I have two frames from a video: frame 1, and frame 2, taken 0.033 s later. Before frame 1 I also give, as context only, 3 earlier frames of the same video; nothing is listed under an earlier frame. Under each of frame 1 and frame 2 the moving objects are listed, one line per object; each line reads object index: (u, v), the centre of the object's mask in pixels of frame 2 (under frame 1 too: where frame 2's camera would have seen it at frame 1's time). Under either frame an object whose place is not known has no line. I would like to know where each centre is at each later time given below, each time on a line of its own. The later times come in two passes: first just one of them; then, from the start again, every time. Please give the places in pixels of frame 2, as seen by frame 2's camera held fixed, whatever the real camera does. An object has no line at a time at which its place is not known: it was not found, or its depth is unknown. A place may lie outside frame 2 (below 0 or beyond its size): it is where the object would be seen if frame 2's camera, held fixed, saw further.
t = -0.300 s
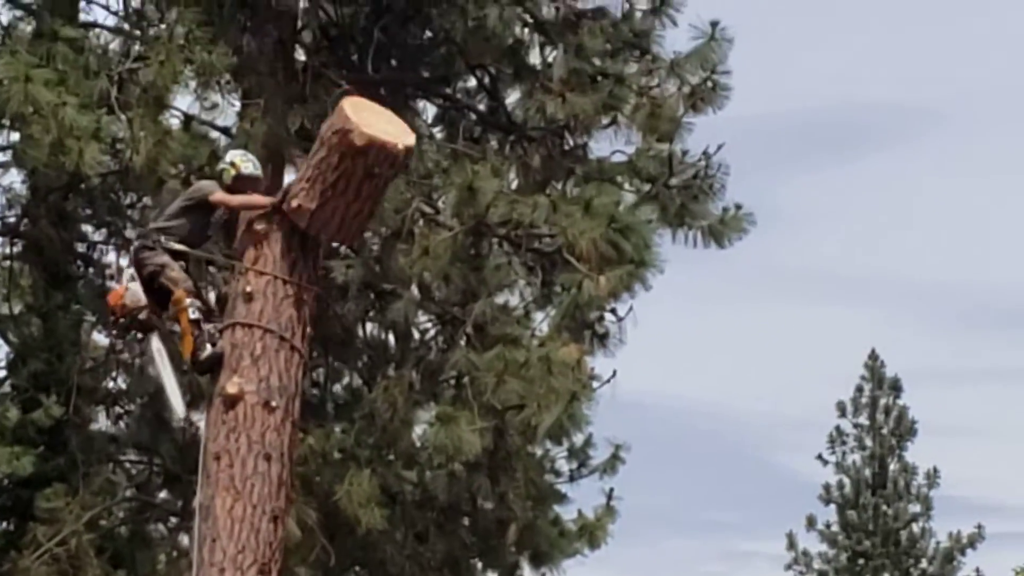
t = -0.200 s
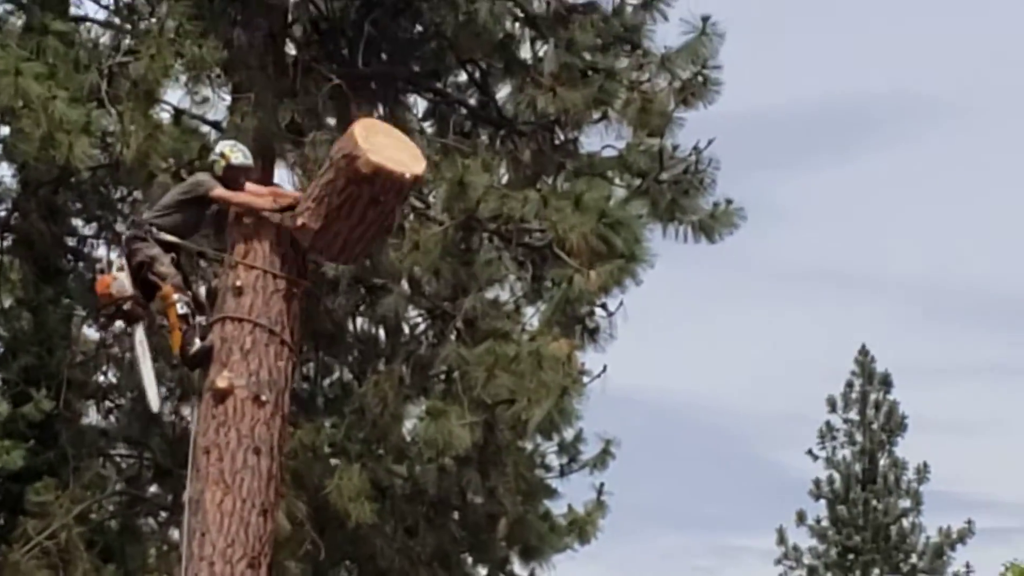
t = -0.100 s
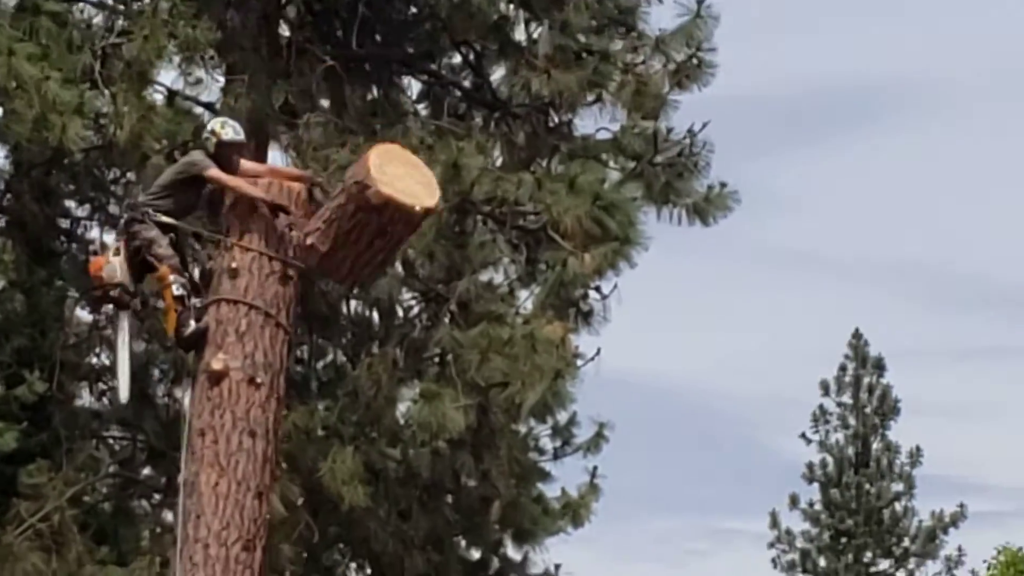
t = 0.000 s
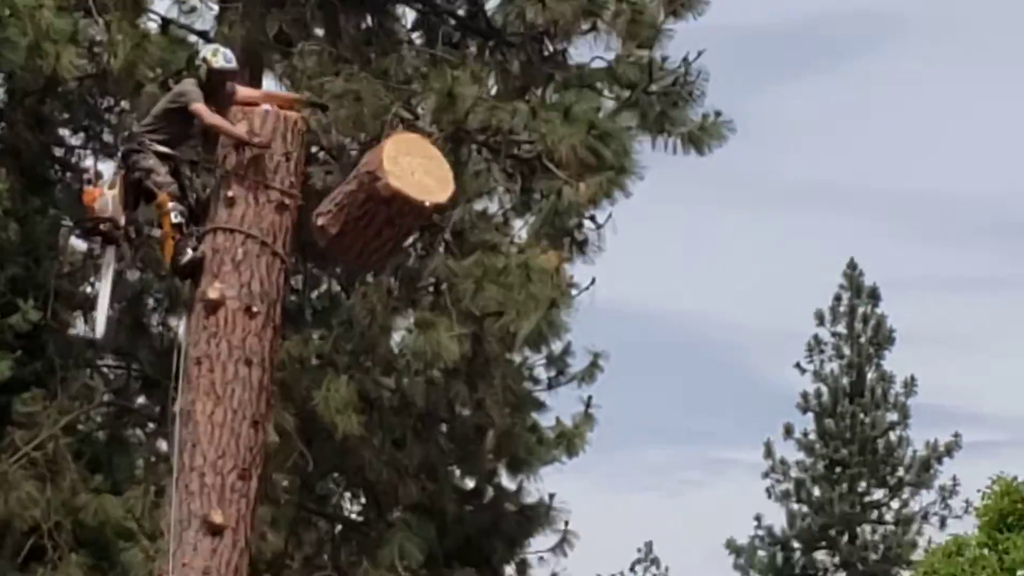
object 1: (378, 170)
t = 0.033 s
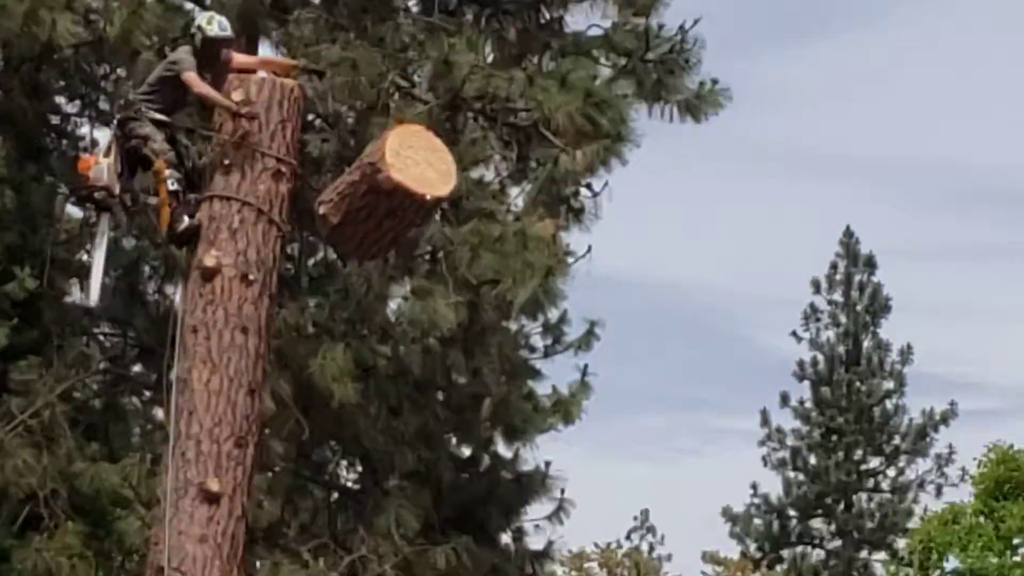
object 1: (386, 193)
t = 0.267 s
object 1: (432, 399)
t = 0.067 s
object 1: (393, 216)
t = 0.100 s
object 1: (400, 242)
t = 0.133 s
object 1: (408, 269)
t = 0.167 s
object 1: (413, 298)
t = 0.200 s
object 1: (418, 333)
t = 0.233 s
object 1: (426, 362)
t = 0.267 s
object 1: (432, 399)
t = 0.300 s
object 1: (435, 438)
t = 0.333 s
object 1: (443, 476)
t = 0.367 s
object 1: (447, 516)
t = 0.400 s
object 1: (453, 561)
